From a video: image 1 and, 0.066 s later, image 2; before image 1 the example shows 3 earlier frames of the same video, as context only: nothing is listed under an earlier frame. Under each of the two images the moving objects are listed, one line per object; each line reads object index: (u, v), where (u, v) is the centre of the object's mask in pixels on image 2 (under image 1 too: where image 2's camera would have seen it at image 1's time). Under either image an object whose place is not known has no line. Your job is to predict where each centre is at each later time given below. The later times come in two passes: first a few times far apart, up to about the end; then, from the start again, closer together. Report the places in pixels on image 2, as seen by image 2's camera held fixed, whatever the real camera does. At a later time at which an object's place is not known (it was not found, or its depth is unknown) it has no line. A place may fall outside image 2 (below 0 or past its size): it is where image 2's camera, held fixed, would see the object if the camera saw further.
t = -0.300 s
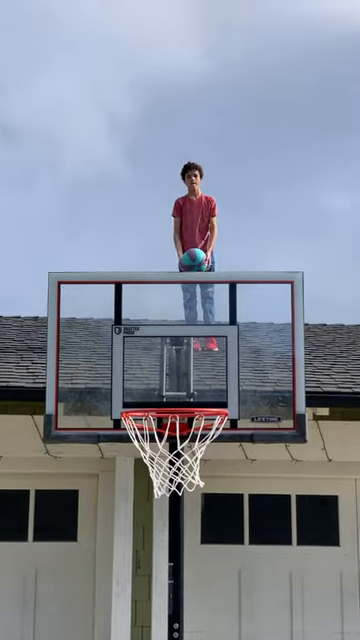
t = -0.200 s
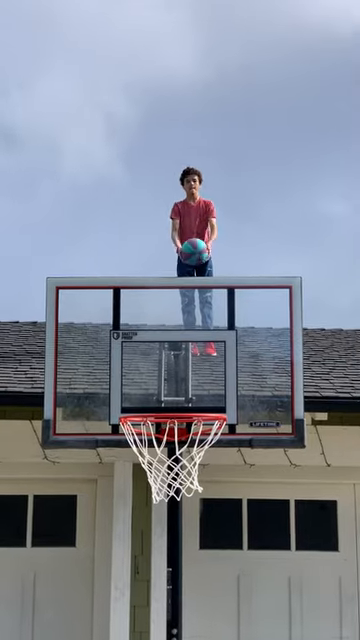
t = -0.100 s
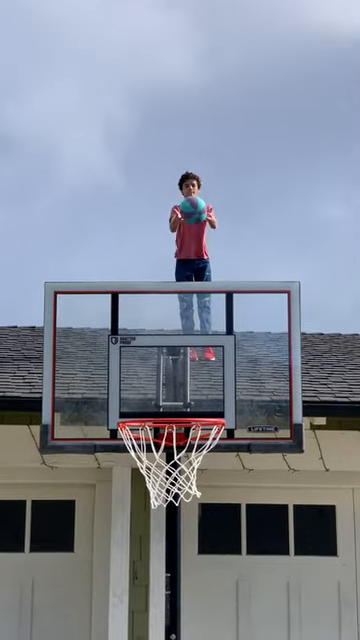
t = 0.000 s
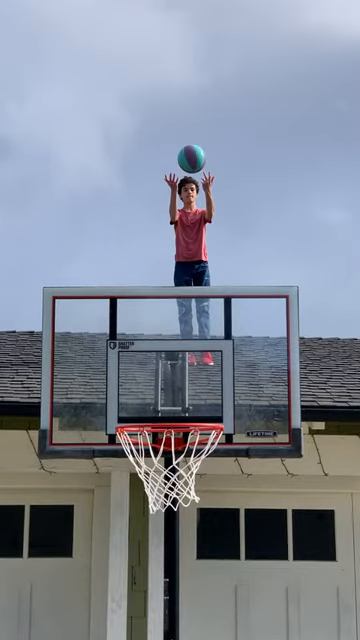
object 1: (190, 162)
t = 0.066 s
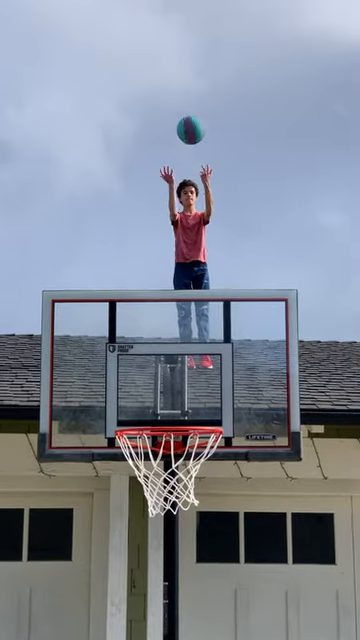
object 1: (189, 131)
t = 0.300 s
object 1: (191, 48)
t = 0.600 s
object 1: (187, 34)
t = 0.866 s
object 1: (179, 138)
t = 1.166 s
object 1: (167, 440)
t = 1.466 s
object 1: (164, 542)
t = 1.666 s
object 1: (151, 686)
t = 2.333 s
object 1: (135, 660)
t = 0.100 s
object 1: (190, 115)
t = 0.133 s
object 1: (190, 102)
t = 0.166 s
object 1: (191, 89)
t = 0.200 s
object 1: (191, 77)
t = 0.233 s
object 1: (191, 66)
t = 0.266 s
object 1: (191, 57)
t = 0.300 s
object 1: (191, 48)
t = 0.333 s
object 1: (190, 41)
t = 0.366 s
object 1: (190, 35)
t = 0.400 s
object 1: (190, 31)
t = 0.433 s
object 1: (190, 28)
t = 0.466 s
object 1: (190, 26)
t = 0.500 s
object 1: (189, 25)
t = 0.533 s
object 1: (188, 27)
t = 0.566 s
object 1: (188, 29)
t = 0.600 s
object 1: (187, 34)
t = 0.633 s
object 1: (186, 39)
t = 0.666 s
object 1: (185, 47)
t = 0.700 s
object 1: (184, 57)
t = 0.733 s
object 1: (184, 69)
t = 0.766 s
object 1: (182, 83)
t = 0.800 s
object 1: (182, 98)
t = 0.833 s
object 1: (180, 117)
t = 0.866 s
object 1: (179, 138)
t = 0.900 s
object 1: (177, 162)
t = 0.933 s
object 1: (175, 188)
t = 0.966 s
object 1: (174, 218)
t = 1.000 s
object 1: (172, 252)
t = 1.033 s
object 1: (170, 288)
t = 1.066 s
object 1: (168, 325)
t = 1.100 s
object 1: (166, 367)
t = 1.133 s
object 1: (163, 413)
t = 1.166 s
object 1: (167, 440)
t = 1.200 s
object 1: (174, 459)
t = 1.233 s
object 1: (178, 473)
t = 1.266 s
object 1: (180, 471)
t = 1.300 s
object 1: (178, 477)
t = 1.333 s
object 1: (175, 488)
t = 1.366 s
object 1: (172, 496)
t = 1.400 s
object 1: (170, 509)
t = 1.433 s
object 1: (167, 523)
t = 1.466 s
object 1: (164, 542)
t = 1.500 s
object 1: (162, 562)
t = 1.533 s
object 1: (159, 585)
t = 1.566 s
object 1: (157, 611)
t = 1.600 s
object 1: (156, 639)
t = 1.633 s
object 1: (155, 668)
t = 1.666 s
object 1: (151, 686)
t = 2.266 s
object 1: (134, 669)
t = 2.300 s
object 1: (135, 664)
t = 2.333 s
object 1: (135, 660)
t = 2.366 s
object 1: (135, 658)
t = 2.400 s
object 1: (135, 657)
